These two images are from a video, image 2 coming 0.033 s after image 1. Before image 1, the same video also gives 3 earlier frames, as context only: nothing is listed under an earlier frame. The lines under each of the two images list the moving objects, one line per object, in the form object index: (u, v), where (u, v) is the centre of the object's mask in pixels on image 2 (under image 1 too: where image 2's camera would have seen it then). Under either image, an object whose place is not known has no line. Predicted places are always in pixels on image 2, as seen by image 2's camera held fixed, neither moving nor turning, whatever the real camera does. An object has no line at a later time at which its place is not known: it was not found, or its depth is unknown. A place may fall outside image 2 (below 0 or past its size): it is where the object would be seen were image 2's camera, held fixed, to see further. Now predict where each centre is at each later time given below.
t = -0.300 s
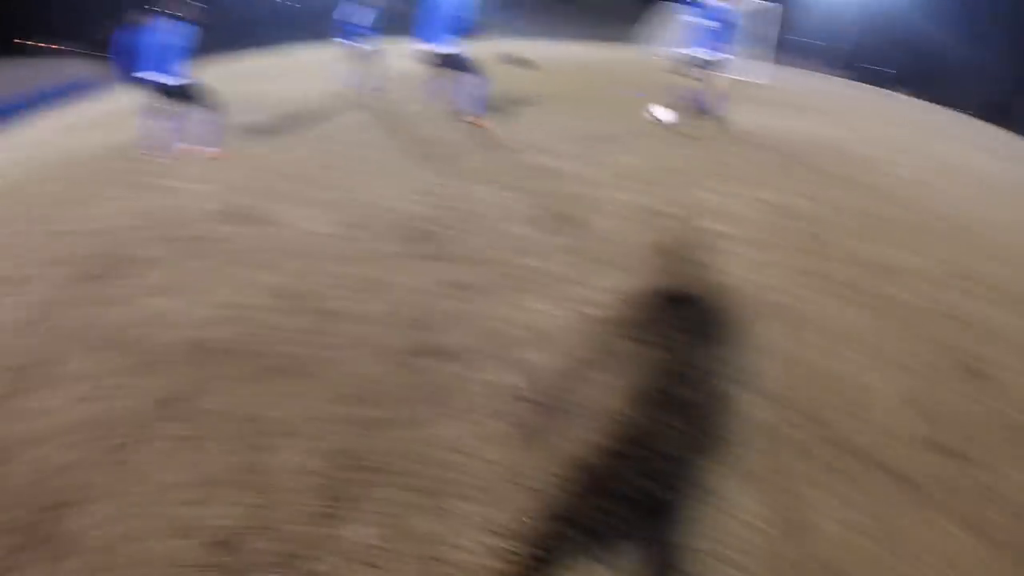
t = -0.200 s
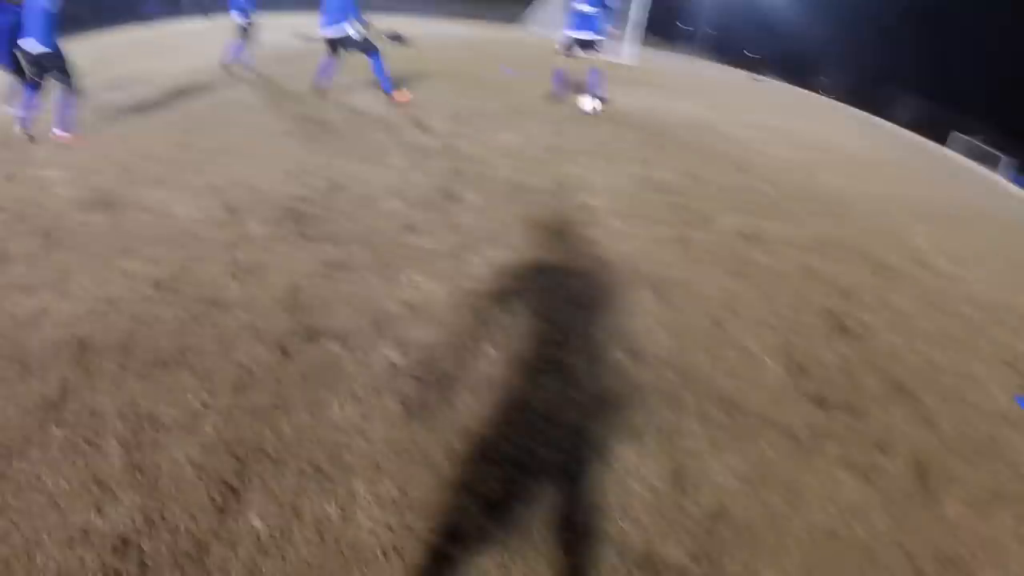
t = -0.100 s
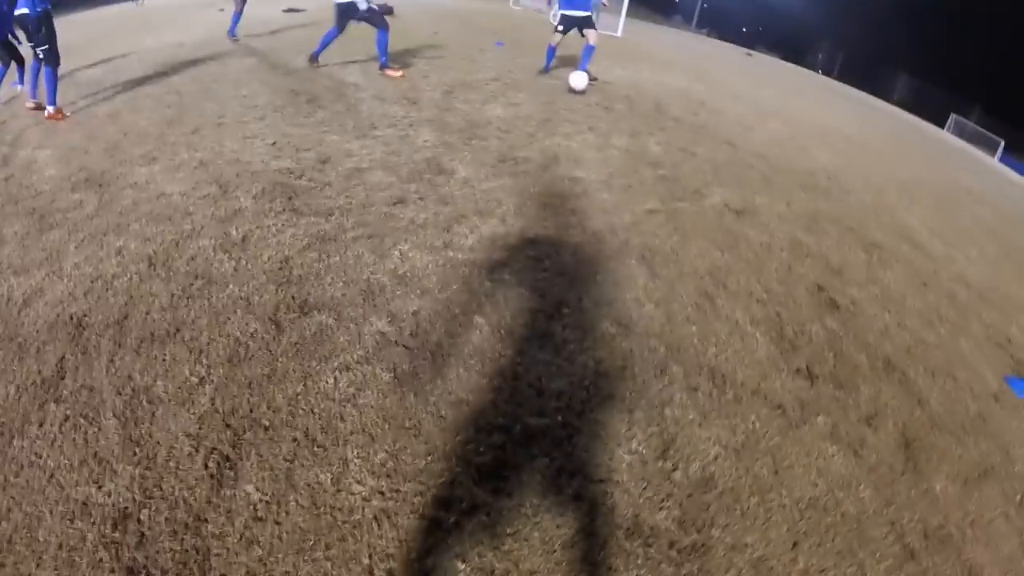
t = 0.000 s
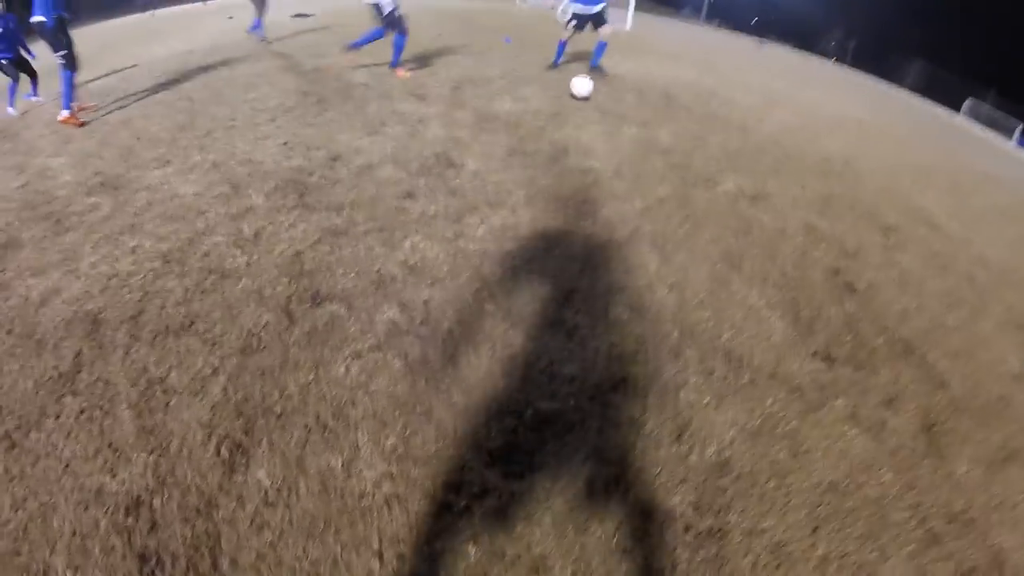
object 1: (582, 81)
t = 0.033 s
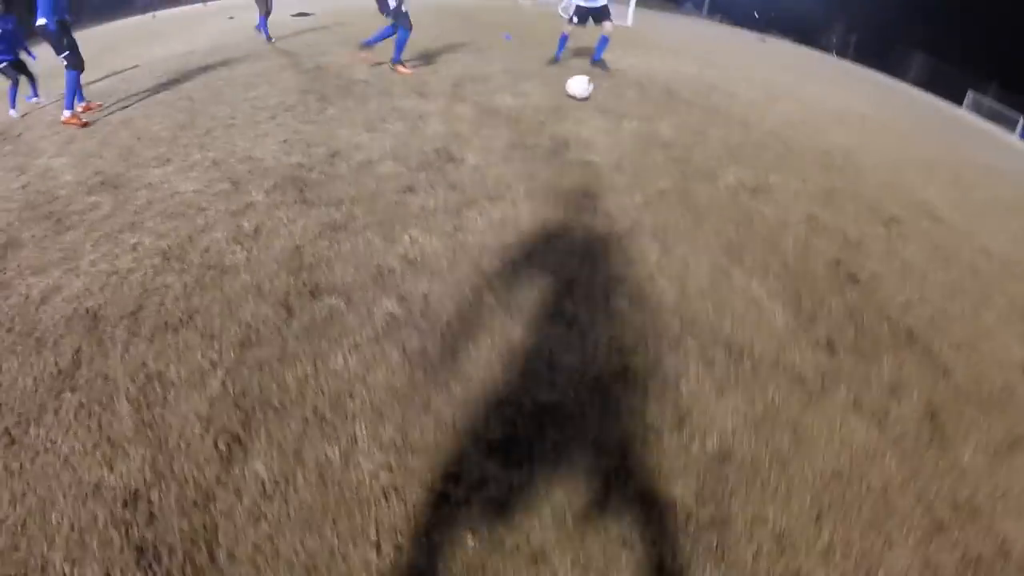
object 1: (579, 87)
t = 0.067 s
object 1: (577, 94)
